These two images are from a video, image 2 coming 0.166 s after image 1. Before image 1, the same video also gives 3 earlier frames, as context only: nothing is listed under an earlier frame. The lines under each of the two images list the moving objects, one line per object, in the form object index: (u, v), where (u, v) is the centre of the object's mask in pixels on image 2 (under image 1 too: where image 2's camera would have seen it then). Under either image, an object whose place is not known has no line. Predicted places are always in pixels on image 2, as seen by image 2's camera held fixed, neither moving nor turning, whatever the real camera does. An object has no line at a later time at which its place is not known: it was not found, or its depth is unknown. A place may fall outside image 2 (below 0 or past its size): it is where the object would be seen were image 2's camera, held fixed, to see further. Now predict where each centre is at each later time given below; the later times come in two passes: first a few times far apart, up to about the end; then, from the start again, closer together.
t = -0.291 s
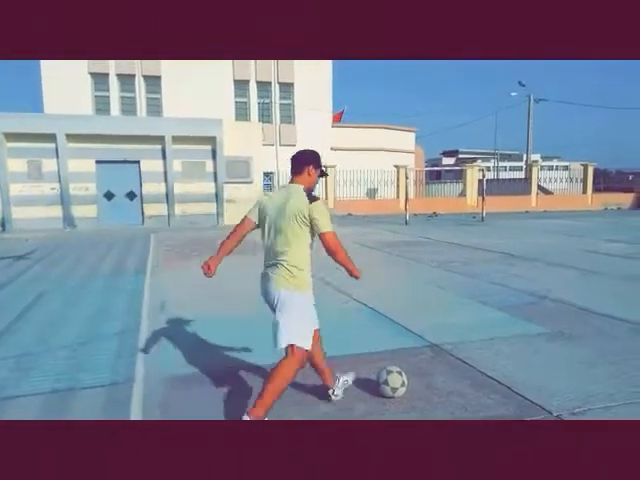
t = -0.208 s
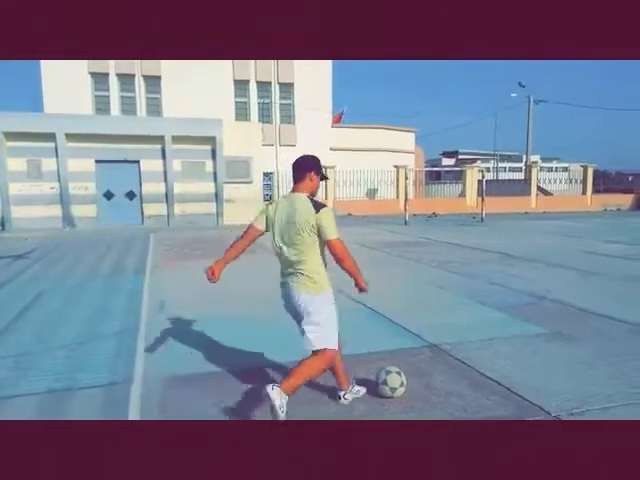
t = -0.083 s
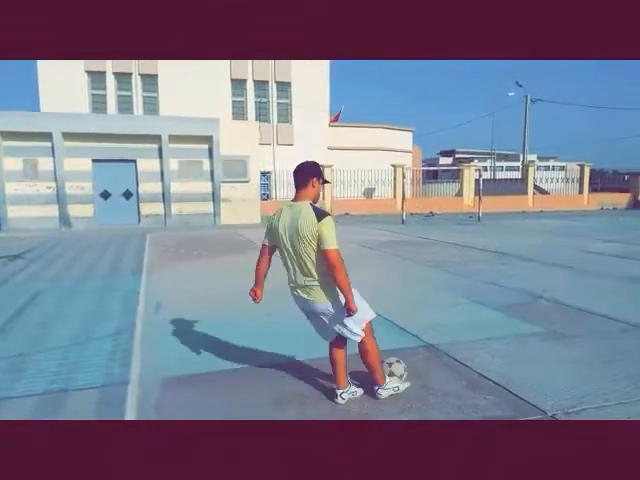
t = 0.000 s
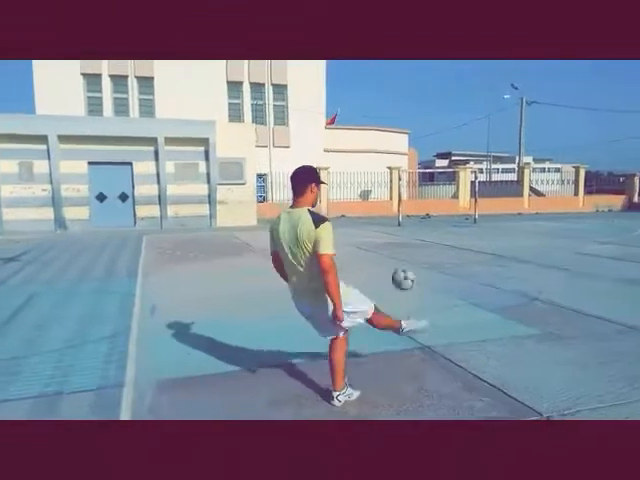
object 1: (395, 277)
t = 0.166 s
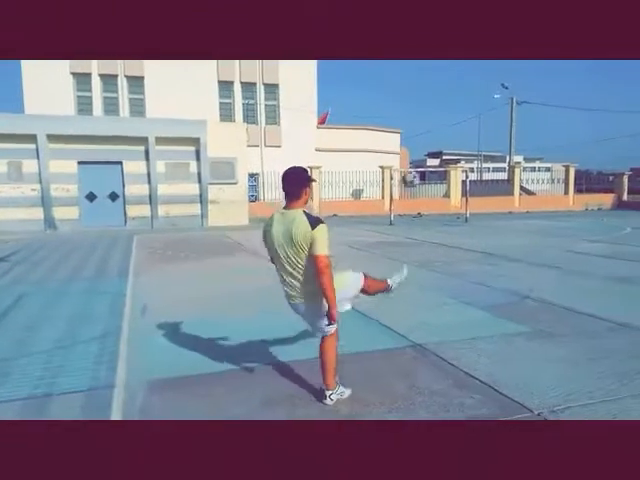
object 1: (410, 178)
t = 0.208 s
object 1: (412, 166)
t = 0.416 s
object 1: (414, 133)
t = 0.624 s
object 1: (410, 135)
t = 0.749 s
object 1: (407, 142)
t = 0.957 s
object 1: (403, 167)
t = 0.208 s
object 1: (412, 166)
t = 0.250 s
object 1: (412, 154)
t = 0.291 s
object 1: (413, 147)
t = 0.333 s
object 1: (413, 141)
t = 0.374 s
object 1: (414, 136)
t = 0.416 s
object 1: (414, 133)
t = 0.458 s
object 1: (414, 132)
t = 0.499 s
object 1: (414, 131)
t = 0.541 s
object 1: (411, 132)
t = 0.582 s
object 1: (411, 132)
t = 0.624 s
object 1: (410, 135)
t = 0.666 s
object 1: (409, 137)
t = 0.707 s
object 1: (408, 140)
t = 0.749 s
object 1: (407, 142)
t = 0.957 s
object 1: (403, 167)
